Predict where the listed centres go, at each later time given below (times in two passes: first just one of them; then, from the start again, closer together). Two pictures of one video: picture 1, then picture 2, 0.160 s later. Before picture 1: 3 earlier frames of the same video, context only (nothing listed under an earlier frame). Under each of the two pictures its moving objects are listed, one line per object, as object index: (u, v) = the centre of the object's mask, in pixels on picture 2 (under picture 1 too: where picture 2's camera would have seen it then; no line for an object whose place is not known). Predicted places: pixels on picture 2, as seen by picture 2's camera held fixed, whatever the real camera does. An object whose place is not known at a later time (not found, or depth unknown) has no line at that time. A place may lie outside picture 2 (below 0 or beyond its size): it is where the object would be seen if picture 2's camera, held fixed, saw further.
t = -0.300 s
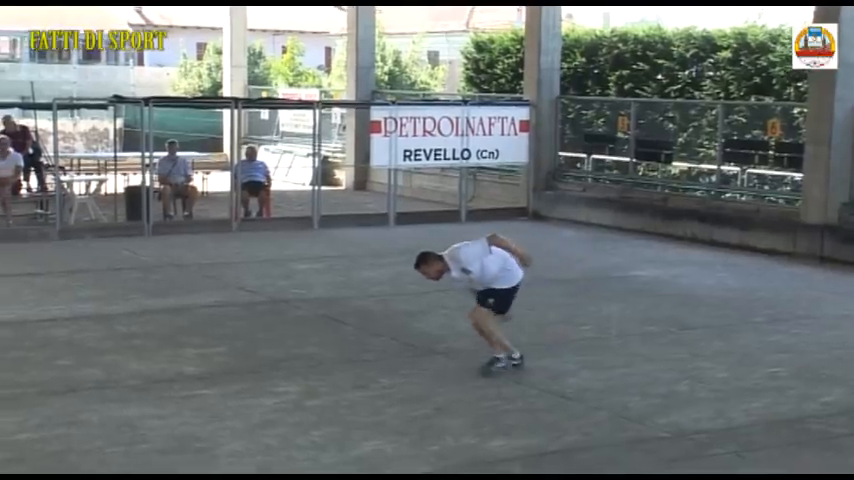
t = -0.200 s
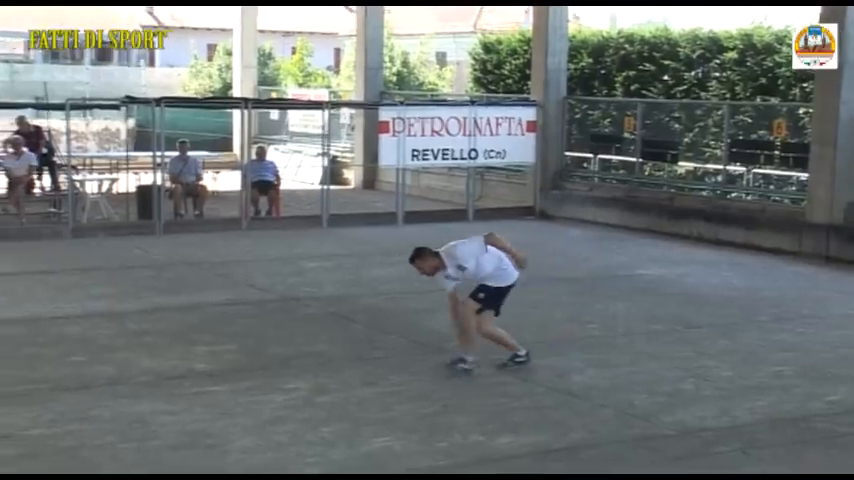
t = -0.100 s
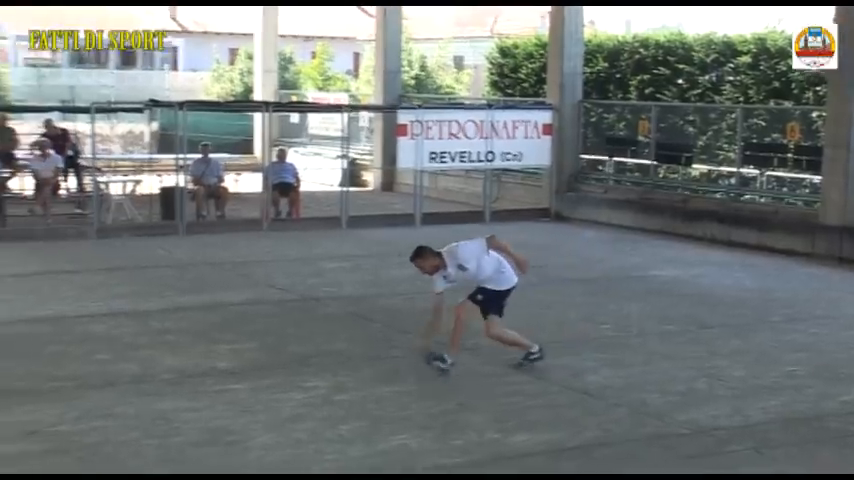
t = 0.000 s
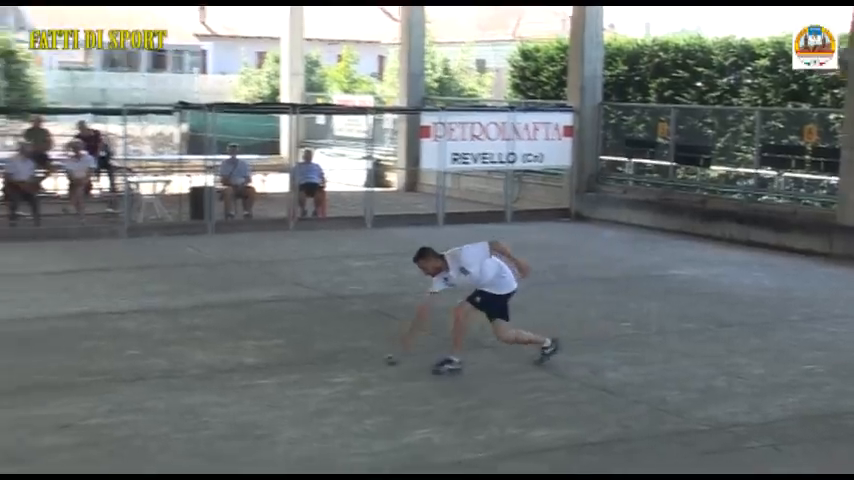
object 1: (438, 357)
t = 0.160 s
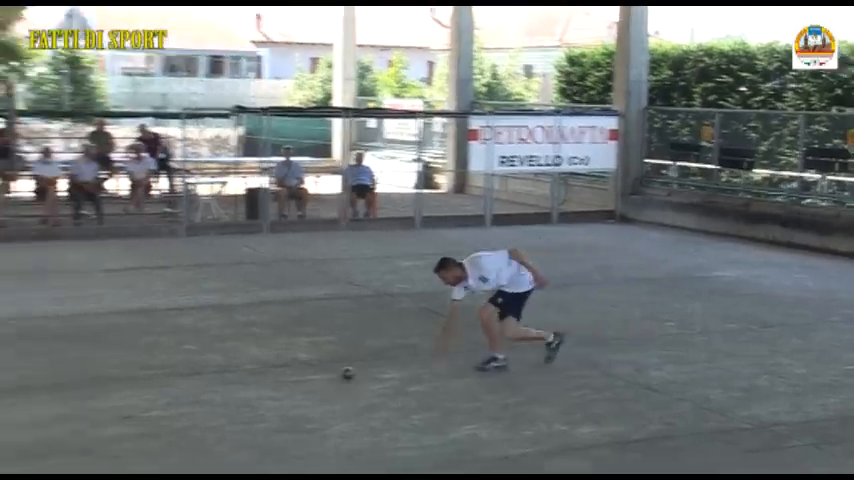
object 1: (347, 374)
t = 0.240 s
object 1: (303, 378)
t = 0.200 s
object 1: (325, 376)
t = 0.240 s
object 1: (303, 378)
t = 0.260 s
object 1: (293, 379)
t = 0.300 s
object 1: (272, 381)
